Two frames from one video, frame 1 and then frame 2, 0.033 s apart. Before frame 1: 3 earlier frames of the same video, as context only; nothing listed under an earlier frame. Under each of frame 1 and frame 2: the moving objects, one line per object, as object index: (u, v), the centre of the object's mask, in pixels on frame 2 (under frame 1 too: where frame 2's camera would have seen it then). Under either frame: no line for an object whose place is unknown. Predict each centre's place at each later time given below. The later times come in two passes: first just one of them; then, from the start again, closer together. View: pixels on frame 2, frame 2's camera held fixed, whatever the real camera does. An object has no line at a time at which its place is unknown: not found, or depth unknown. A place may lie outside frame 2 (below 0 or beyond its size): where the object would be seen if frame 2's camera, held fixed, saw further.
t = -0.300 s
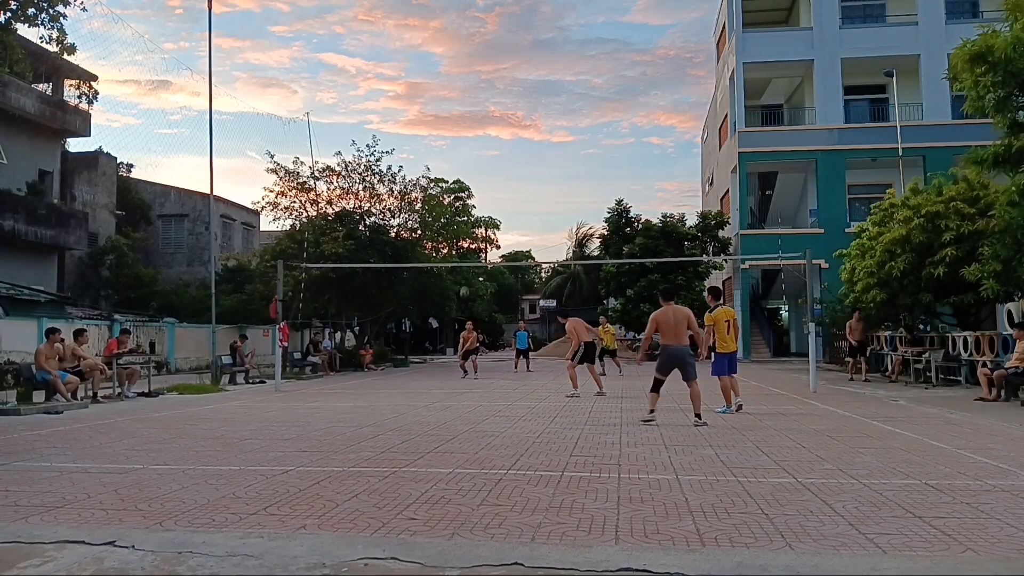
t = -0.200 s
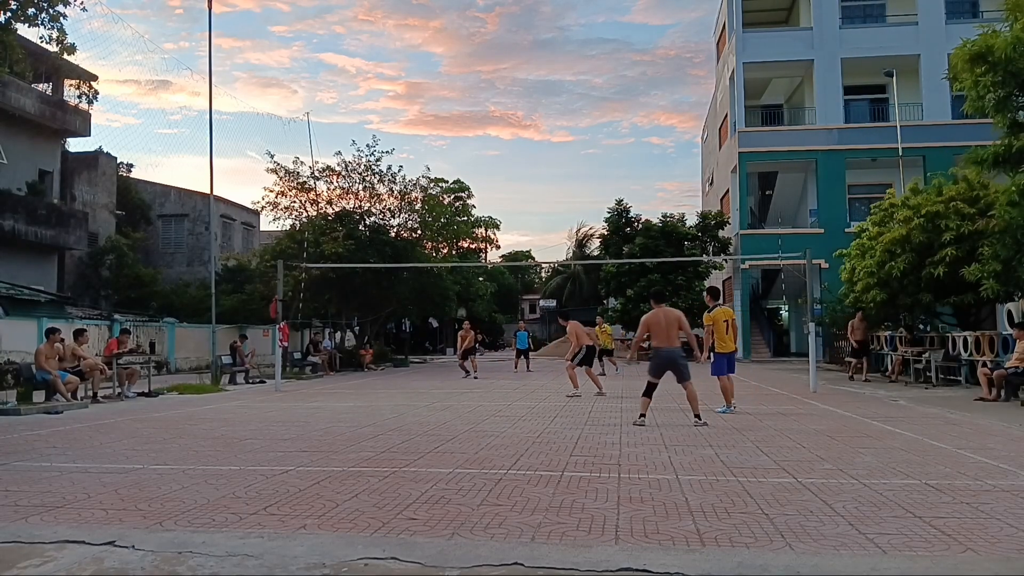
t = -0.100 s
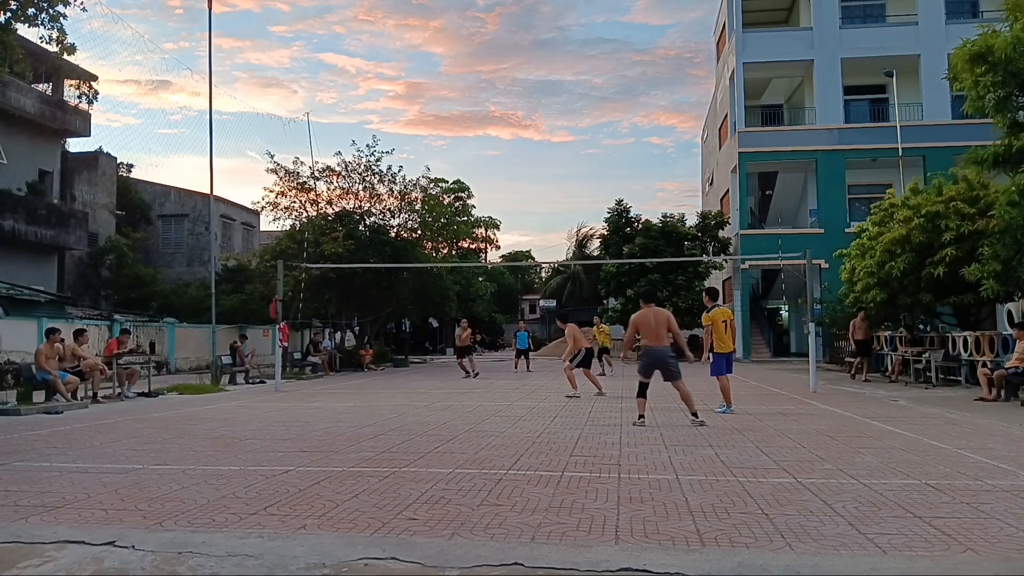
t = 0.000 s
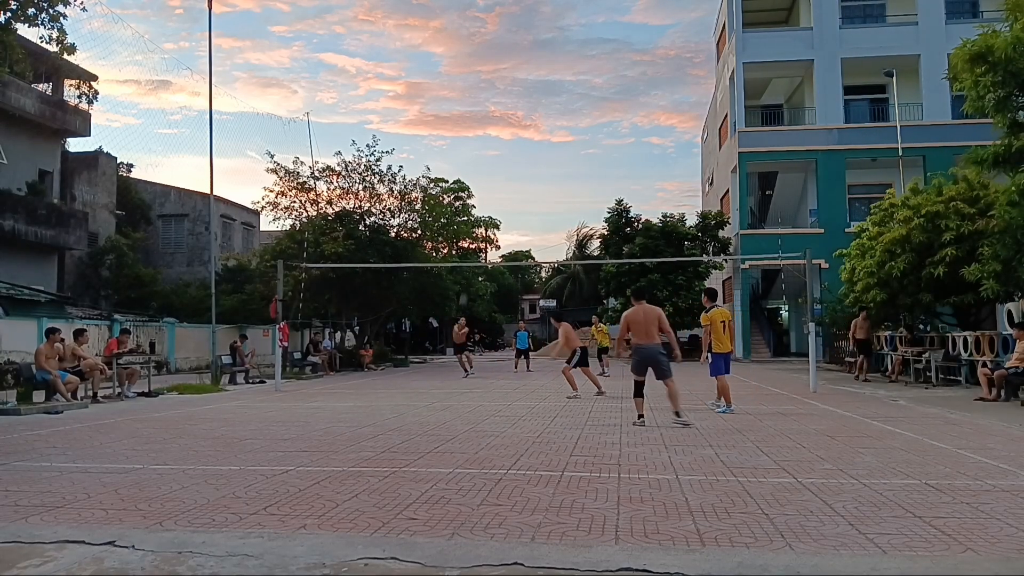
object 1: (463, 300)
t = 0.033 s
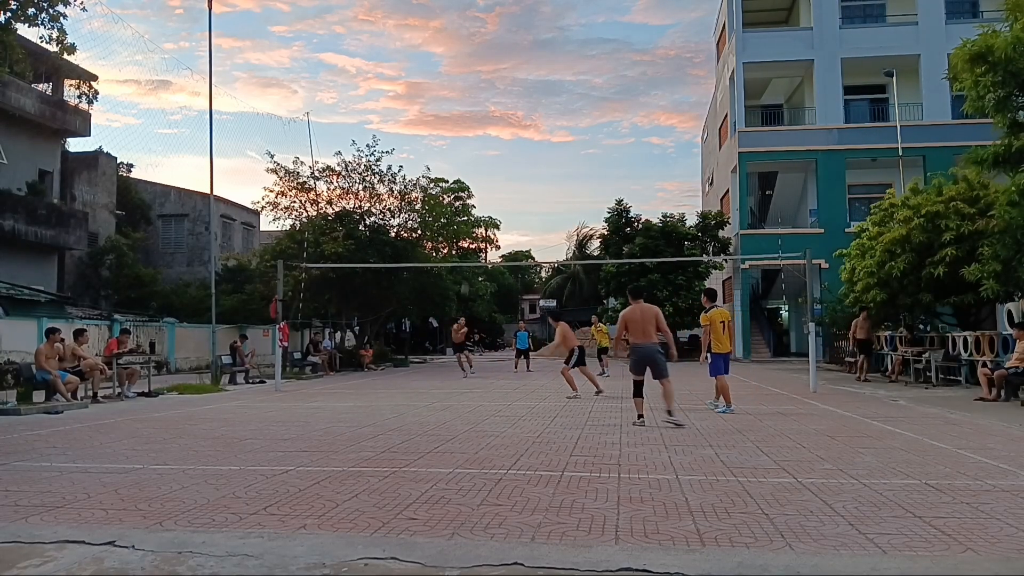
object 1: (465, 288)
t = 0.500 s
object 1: (486, 185)
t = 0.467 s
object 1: (484, 189)
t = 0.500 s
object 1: (486, 185)
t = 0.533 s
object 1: (487, 180)
